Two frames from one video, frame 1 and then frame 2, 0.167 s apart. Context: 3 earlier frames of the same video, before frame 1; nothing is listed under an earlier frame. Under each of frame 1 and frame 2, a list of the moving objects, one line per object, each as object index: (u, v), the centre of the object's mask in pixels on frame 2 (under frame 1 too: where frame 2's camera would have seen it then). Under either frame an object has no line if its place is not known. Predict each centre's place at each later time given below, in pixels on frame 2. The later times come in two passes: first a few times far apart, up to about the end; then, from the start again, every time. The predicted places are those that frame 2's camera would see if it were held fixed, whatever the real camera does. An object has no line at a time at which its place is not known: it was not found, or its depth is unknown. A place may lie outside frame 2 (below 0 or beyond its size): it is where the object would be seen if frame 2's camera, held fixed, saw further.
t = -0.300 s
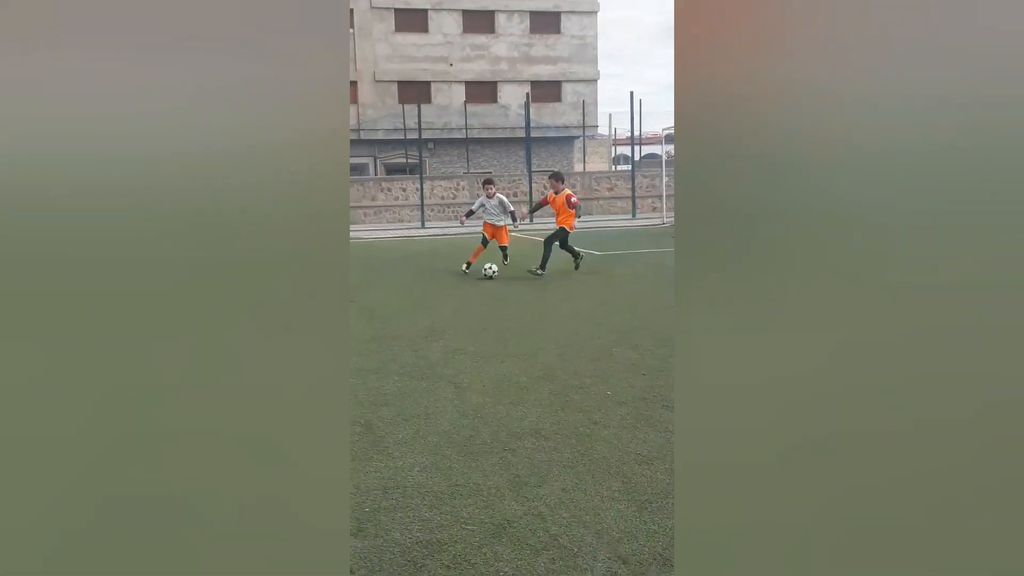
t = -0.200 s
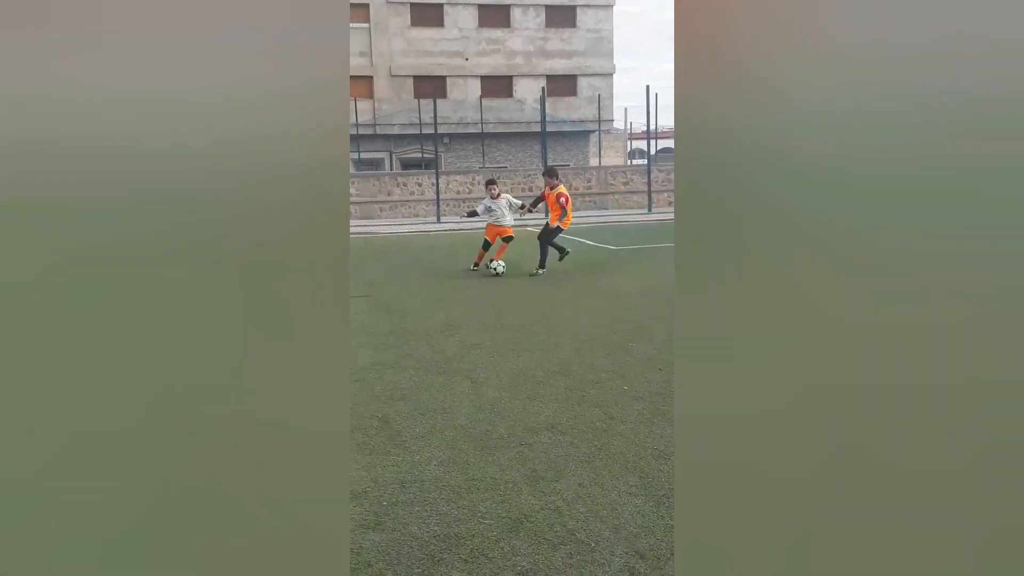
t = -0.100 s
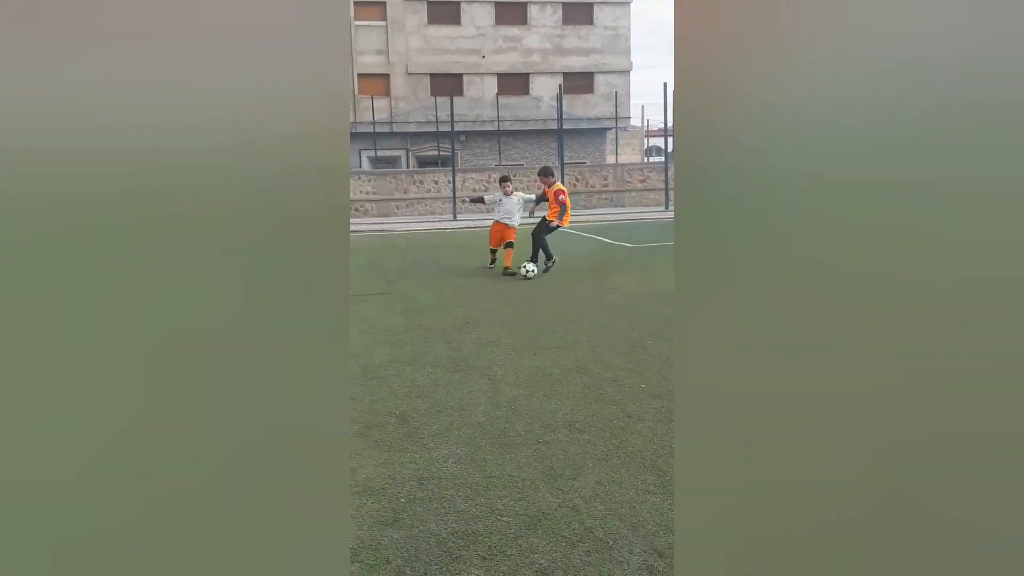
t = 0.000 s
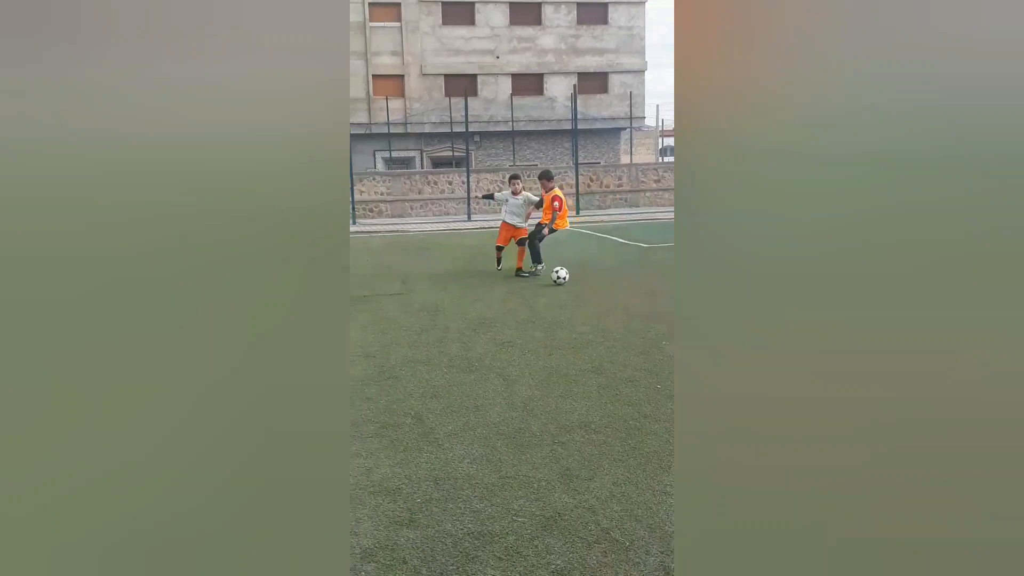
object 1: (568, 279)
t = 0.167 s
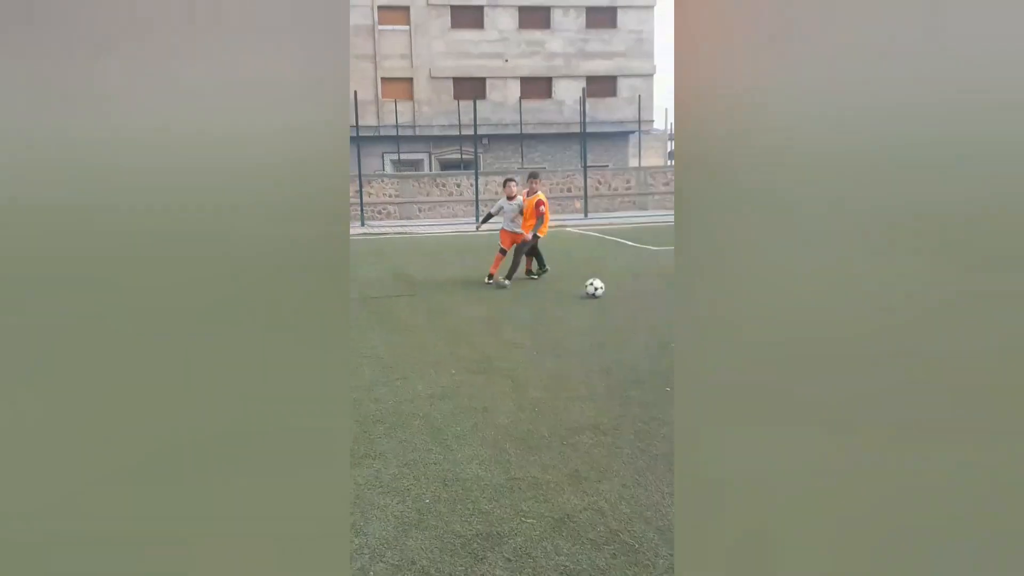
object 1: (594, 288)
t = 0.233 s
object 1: (605, 291)
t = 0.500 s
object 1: (654, 309)
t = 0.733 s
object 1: (707, 328)
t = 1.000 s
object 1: (788, 356)
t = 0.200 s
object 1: (599, 290)
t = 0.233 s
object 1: (605, 291)
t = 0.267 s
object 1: (610, 294)
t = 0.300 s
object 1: (616, 296)
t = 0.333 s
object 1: (622, 299)
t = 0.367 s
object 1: (628, 300)
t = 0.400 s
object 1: (634, 302)
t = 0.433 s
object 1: (640, 305)
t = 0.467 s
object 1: (647, 307)
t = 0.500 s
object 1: (654, 309)
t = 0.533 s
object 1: (660, 312)
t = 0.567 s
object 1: (667, 314)
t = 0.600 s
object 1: (674, 317)
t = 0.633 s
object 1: (682, 320)
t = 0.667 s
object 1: (690, 322)
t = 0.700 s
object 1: (698, 325)
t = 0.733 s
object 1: (707, 328)
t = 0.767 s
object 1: (716, 330)
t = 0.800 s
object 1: (725, 334)
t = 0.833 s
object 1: (735, 337)
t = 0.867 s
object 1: (744, 341)
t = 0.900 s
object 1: (755, 344)
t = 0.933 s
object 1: (765, 348)
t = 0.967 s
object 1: (777, 353)
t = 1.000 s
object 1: (788, 356)
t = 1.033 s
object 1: (799, 361)
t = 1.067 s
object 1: (811, 365)
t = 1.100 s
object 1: (825, 370)
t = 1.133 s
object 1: (839, 376)
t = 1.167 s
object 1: (850, 380)
